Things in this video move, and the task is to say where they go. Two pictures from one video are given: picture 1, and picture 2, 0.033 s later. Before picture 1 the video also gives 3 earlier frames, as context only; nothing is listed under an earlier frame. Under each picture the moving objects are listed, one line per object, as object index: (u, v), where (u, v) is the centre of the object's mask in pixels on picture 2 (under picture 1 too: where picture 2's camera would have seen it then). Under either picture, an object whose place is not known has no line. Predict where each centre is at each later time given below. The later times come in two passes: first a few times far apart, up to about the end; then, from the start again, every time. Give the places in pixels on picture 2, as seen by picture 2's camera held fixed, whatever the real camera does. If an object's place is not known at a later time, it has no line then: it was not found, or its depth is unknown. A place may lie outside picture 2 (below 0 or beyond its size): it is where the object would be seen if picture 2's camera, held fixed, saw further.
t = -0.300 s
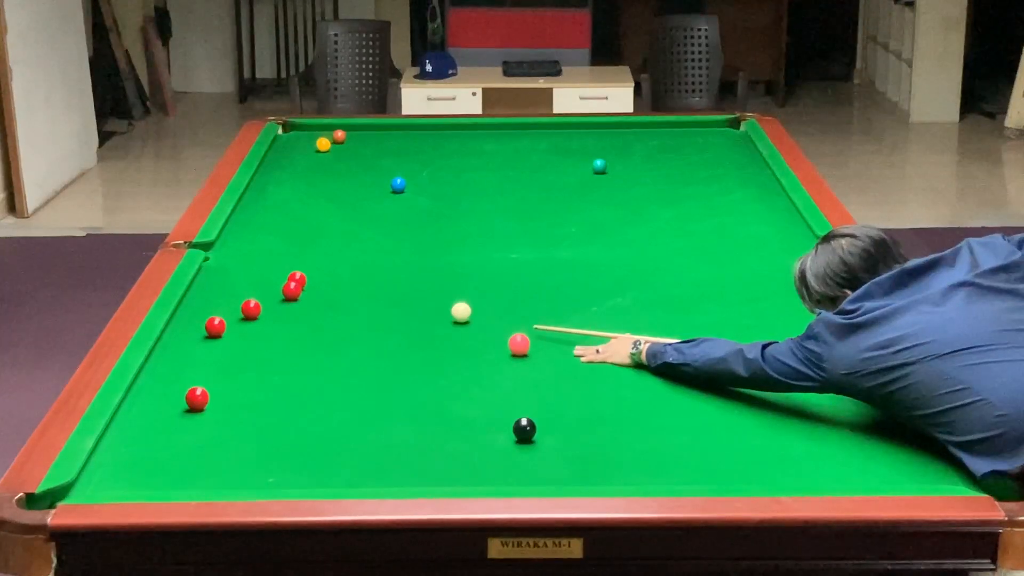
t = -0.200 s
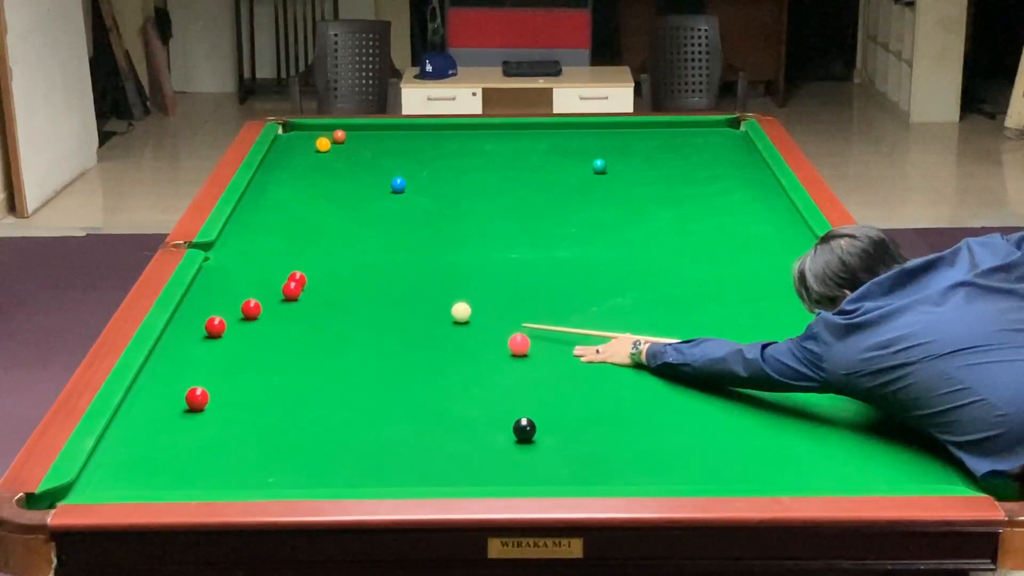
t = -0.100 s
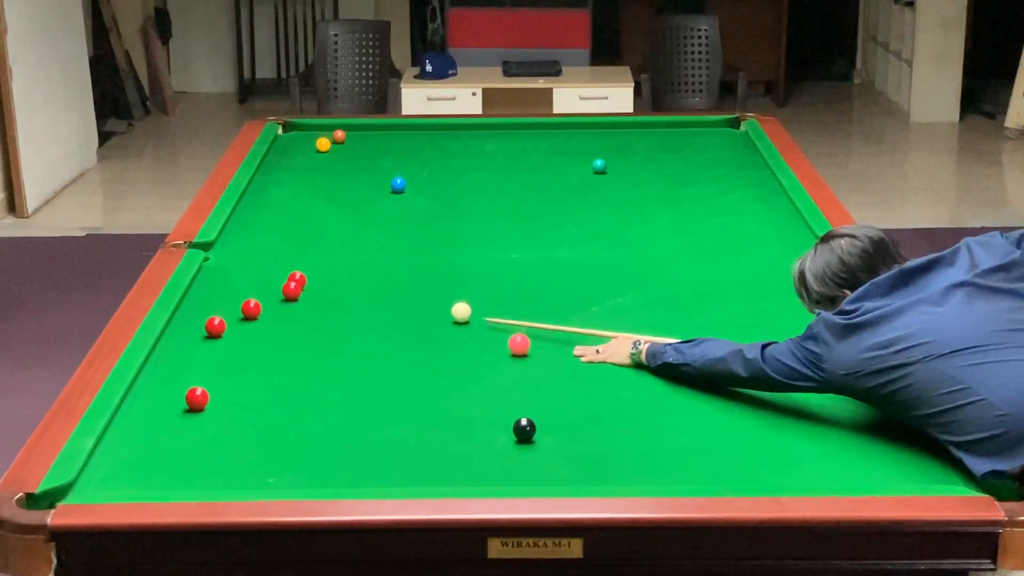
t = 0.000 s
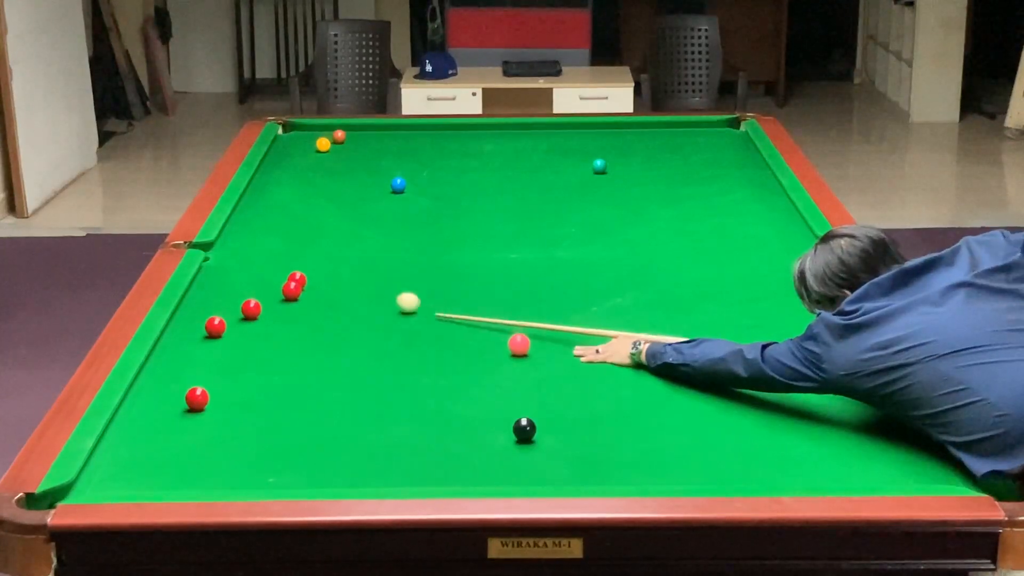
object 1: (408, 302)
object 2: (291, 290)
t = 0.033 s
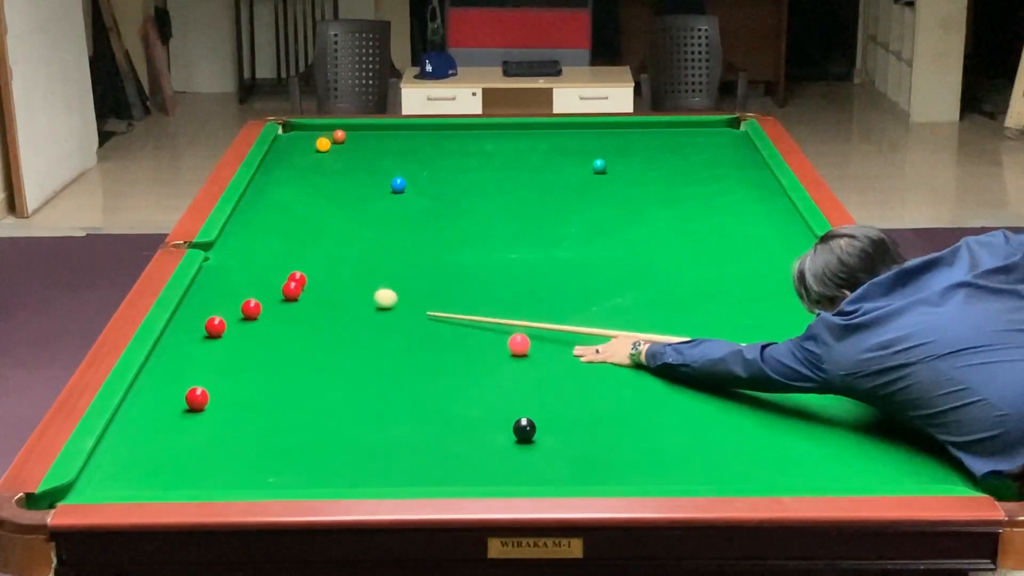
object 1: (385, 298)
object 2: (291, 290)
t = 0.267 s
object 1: (302, 285)
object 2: (284, 293)
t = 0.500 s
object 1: (300, 285)
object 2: (265, 298)
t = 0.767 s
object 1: (299, 285)
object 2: (242, 301)
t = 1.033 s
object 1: (300, 285)
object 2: (226, 306)
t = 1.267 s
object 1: (300, 286)
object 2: (211, 307)
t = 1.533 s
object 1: (300, 286)
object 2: (197, 310)
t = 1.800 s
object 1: (300, 286)
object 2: (185, 311)
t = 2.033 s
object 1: (300, 286)
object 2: (187, 312)
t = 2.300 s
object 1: (300, 286)
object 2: (190, 312)
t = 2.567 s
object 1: (300, 286)
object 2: (192, 313)
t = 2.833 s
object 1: (300, 286)
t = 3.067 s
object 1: (300, 286)
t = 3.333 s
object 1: (300, 286)
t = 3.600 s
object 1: (300, 286)
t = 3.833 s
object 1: (300, 286)
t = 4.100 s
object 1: (300, 286)
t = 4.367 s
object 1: (300, 286)
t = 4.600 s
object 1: (300, 286)
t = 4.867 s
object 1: (300, 286)
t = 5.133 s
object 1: (300, 286)
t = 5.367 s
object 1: (300, 285)
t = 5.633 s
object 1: (300, 285)
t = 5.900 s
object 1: (300, 285)
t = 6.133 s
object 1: (300, 286)
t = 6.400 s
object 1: (300, 286)
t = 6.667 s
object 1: (300, 285)
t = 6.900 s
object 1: (300, 286)
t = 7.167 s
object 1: (300, 285)
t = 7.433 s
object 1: (300, 286)
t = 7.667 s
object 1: (300, 285)
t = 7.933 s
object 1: (300, 286)
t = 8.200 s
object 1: (300, 285)
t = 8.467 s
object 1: (300, 285)
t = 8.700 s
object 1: (300, 286)
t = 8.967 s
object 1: (300, 286)
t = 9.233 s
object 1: (300, 286)
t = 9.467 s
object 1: (300, 285)
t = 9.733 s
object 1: (300, 286)
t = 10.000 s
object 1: (300, 286)
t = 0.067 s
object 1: (364, 295)
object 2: (291, 290)
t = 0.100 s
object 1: (345, 291)
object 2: (292, 290)
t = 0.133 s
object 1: (326, 288)
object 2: (292, 290)
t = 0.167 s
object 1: (309, 285)
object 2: (291, 291)
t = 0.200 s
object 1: (305, 285)
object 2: (290, 291)
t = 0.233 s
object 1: (303, 285)
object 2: (287, 292)
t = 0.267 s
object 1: (302, 285)
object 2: (284, 293)
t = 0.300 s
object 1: (302, 285)
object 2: (281, 294)
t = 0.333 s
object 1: (301, 285)
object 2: (278, 295)
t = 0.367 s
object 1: (301, 285)
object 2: (276, 295)
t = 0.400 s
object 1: (301, 285)
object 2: (273, 296)
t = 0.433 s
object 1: (301, 285)
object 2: (270, 297)
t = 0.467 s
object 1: (300, 285)
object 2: (267, 298)
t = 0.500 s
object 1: (300, 285)
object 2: (265, 298)
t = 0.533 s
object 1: (300, 285)
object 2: (263, 298)
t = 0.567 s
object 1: (299, 285)
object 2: (261, 298)
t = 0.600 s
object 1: (299, 285)
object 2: (259, 298)
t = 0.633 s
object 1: (299, 285)
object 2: (256, 298)
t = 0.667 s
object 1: (299, 285)
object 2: (252, 298)
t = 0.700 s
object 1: (299, 285)
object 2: (248, 298)
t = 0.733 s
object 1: (299, 285)
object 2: (244, 300)
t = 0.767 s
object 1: (299, 285)
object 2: (242, 301)
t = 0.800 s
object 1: (299, 285)
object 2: (240, 302)
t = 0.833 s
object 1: (299, 285)
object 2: (237, 303)
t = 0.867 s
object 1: (299, 285)
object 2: (236, 304)
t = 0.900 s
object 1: (300, 285)
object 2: (234, 305)
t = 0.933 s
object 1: (299, 285)
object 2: (232, 306)
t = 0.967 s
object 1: (300, 285)
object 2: (230, 306)
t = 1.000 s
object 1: (300, 285)
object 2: (228, 306)
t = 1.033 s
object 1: (300, 285)
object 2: (226, 306)
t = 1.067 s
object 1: (300, 285)
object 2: (223, 306)
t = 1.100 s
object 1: (300, 285)
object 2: (221, 307)
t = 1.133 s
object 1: (300, 286)
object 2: (219, 307)
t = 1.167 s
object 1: (300, 286)
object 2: (217, 307)
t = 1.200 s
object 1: (300, 285)
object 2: (215, 307)
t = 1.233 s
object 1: (300, 285)
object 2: (213, 307)
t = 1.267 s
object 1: (300, 286)
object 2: (211, 307)
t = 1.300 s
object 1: (300, 286)
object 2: (209, 307)
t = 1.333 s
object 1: (300, 286)
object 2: (207, 308)
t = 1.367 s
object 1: (300, 286)
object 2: (206, 308)
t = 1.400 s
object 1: (300, 286)
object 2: (204, 309)
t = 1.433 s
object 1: (300, 286)
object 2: (202, 309)
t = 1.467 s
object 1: (300, 286)
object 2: (200, 309)
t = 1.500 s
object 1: (300, 286)
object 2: (199, 309)
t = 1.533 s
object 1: (300, 286)
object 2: (197, 310)
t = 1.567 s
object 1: (300, 286)
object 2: (196, 310)
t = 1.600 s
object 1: (300, 286)
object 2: (194, 310)
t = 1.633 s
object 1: (300, 286)
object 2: (193, 310)
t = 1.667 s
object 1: (300, 286)
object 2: (191, 311)
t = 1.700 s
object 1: (300, 285)
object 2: (190, 311)
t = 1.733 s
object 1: (300, 286)
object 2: (188, 311)
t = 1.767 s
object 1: (300, 286)
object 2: (187, 311)
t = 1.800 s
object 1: (300, 286)
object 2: (185, 311)
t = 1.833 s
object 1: (300, 286)
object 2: (184, 311)
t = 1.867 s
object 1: (300, 285)
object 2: (184, 311)
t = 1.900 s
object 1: (300, 285)
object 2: (185, 312)
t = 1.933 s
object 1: (300, 286)
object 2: (185, 312)
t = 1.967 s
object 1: (300, 286)
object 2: (185, 312)
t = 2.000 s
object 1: (300, 285)
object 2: (186, 312)
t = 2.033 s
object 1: (300, 286)
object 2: (187, 312)
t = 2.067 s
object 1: (300, 286)
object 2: (188, 312)
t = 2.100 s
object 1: (300, 285)
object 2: (188, 312)
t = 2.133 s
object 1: (300, 286)
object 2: (189, 312)
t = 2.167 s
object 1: (300, 286)
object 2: (189, 312)
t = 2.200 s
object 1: (300, 286)
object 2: (189, 312)
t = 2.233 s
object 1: (300, 286)
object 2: (190, 312)
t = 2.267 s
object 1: (300, 286)
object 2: (190, 312)
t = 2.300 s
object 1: (300, 286)
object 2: (190, 312)
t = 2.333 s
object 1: (300, 286)
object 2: (191, 312)
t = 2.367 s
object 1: (300, 286)
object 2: (191, 313)
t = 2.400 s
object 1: (300, 286)
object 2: (191, 313)
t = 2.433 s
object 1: (300, 286)
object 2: (191, 313)
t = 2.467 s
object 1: (300, 286)
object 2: (192, 313)
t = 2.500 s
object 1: (300, 286)
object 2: (192, 313)
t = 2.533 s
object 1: (300, 286)
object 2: (192, 313)
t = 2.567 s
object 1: (300, 286)
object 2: (192, 313)
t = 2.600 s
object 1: (300, 286)
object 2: (192, 313)
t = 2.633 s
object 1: (300, 286)
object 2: (192, 313)
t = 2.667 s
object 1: (300, 286)
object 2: (192, 313)
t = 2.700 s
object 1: (300, 286)
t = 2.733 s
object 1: (300, 286)
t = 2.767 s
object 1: (300, 286)
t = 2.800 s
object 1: (300, 286)
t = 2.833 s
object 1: (300, 286)
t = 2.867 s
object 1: (300, 286)
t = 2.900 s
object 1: (300, 286)
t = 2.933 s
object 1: (300, 286)
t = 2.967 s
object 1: (300, 286)
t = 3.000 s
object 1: (300, 286)
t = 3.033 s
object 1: (300, 286)
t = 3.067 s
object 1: (300, 286)
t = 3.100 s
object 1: (300, 286)
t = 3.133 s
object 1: (300, 286)
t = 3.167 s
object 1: (300, 286)
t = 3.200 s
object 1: (300, 286)
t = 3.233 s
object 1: (300, 286)
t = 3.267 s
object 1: (300, 286)
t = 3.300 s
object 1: (300, 286)
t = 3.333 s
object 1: (300, 286)
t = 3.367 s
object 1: (300, 286)
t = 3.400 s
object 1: (300, 286)
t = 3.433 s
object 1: (300, 285)
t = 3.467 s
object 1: (300, 286)
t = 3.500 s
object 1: (300, 286)
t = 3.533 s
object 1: (300, 286)
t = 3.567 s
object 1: (300, 286)
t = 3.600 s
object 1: (300, 286)
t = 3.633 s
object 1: (300, 286)
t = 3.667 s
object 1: (300, 286)
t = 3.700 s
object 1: (300, 286)
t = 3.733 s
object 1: (300, 286)
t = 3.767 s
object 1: (300, 286)
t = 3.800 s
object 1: (300, 286)
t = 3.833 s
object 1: (300, 286)
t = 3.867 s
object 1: (300, 285)
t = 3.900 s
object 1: (300, 286)
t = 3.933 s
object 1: (300, 286)
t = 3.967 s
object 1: (300, 286)
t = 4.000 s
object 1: (300, 286)
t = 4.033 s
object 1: (300, 286)
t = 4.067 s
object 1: (300, 286)
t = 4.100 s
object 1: (300, 286)
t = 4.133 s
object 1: (300, 285)
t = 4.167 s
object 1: (300, 285)
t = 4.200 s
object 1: (300, 286)
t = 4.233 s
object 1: (300, 286)
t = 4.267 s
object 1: (300, 285)
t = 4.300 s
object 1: (300, 286)
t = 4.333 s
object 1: (300, 286)
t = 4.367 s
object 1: (300, 286)
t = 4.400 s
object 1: (300, 286)
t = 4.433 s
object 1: (300, 286)
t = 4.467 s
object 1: (300, 285)
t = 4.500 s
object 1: (300, 285)
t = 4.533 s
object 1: (300, 286)
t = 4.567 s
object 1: (300, 286)
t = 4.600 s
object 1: (300, 286)
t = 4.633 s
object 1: (300, 286)
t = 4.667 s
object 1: (300, 286)
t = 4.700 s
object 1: (300, 286)
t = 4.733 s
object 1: (300, 286)
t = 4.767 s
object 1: (300, 285)
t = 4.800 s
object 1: (300, 285)
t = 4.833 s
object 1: (300, 285)
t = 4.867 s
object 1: (300, 286)
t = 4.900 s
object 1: (300, 285)
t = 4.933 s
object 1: (300, 286)
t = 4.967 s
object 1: (300, 286)
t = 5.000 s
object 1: (300, 286)
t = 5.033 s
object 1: (300, 286)
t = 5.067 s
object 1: (300, 286)
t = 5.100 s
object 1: (300, 286)
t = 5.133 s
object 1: (300, 286)
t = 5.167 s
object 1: (300, 286)
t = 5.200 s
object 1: (300, 286)
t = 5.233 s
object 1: (300, 286)
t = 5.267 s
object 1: (300, 285)
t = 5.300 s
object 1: (300, 286)
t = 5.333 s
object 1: (300, 286)
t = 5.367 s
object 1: (300, 285)
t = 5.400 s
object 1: (300, 285)
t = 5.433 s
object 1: (300, 286)
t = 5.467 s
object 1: (300, 286)
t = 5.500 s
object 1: (300, 286)
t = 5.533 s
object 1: (300, 286)
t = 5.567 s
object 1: (300, 285)
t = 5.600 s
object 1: (300, 285)
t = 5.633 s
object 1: (300, 285)
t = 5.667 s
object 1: (300, 285)
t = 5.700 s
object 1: (300, 285)
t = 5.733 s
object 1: (300, 285)
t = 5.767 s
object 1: (300, 286)
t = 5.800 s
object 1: (300, 286)
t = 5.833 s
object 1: (300, 286)
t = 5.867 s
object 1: (300, 286)
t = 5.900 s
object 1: (300, 285)
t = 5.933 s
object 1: (300, 286)
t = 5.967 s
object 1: (300, 286)
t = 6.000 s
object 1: (300, 286)
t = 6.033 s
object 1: (300, 286)
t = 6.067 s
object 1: (300, 285)
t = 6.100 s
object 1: (300, 286)
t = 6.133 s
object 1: (300, 286)
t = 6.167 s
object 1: (300, 286)
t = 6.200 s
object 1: (300, 286)
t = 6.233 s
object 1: (300, 286)
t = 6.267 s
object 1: (300, 286)
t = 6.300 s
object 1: (300, 286)
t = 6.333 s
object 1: (300, 286)
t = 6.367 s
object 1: (300, 286)
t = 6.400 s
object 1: (300, 286)
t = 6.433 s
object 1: (300, 286)
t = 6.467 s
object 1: (300, 286)
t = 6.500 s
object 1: (300, 286)
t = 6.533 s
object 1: (300, 286)
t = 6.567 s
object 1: (300, 286)
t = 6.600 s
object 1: (300, 285)
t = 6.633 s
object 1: (300, 285)
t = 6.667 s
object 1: (300, 285)
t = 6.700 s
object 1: (300, 285)
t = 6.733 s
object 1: (300, 286)
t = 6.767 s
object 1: (300, 285)
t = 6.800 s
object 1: (300, 286)
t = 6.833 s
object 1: (300, 285)
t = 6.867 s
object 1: (300, 286)
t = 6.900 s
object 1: (300, 286)
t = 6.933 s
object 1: (300, 285)
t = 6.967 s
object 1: (300, 286)
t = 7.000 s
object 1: (300, 286)
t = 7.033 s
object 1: (300, 286)
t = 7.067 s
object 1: (300, 285)
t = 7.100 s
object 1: (300, 285)
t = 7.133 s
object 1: (300, 285)
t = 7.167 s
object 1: (300, 285)
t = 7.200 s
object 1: (300, 286)
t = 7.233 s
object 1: (300, 285)
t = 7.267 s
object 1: (300, 285)
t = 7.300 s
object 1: (300, 285)
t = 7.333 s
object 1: (300, 285)
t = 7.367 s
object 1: (300, 286)
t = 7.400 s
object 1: (300, 285)
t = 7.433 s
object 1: (300, 286)
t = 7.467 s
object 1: (300, 285)
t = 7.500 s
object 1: (300, 285)
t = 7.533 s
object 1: (300, 286)
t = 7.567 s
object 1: (300, 285)
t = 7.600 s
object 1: (300, 285)
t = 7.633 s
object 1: (300, 285)
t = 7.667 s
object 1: (300, 285)
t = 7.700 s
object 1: (300, 285)
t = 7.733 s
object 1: (300, 285)
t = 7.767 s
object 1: (300, 285)
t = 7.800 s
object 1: (300, 285)
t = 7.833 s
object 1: (300, 285)
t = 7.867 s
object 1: (300, 285)
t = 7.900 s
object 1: (300, 285)
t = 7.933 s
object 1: (300, 286)
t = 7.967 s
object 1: (300, 286)
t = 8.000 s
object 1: (300, 286)
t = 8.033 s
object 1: (300, 285)
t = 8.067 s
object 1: (300, 286)
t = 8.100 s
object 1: (300, 286)
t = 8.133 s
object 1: (300, 286)
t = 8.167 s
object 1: (300, 285)
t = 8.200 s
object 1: (300, 285)
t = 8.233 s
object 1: (300, 285)
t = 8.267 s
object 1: (300, 285)
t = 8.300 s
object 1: (300, 285)
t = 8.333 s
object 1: (300, 285)
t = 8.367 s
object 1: (300, 285)
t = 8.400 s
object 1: (300, 285)
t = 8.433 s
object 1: (300, 286)
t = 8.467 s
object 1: (300, 285)
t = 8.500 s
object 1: (300, 285)
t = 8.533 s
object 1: (300, 285)
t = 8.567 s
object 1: (300, 286)
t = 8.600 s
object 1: (300, 286)
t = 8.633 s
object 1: (300, 285)
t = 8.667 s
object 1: (300, 286)
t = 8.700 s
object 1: (300, 286)
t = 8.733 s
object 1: (300, 285)
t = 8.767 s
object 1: (300, 286)
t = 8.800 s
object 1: (300, 286)
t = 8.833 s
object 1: (300, 286)
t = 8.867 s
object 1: (300, 286)
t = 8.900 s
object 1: (300, 286)
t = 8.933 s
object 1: (300, 286)
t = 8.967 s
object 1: (300, 286)
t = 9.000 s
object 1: (300, 286)
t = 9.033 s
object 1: (300, 286)
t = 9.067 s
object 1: (300, 286)
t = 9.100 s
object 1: (300, 285)
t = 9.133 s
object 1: (300, 285)
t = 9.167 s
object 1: (300, 286)
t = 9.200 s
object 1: (300, 285)
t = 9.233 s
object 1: (300, 286)
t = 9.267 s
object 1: (300, 286)
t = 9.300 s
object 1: (300, 286)
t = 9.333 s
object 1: (300, 285)
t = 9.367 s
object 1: (300, 286)
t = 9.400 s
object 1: (300, 286)
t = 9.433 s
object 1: (300, 285)
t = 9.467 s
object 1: (300, 285)
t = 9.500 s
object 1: (300, 286)
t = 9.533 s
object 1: (300, 286)
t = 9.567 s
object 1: (300, 286)
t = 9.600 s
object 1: (300, 286)
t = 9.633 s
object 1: (300, 286)
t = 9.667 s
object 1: (300, 286)
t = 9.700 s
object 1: (300, 285)
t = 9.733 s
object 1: (300, 286)
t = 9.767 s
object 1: (300, 286)
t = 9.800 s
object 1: (300, 286)
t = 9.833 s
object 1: (300, 286)
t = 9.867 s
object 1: (300, 286)
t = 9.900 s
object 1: (300, 286)
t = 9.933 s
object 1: (300, 286)
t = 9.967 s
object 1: (300, 286)
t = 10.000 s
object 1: (300, 286)
